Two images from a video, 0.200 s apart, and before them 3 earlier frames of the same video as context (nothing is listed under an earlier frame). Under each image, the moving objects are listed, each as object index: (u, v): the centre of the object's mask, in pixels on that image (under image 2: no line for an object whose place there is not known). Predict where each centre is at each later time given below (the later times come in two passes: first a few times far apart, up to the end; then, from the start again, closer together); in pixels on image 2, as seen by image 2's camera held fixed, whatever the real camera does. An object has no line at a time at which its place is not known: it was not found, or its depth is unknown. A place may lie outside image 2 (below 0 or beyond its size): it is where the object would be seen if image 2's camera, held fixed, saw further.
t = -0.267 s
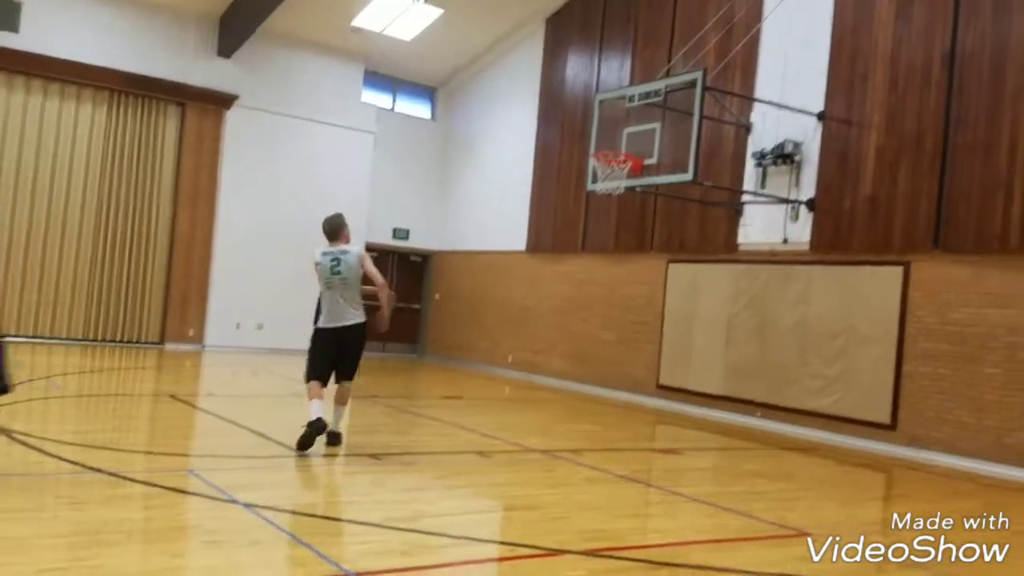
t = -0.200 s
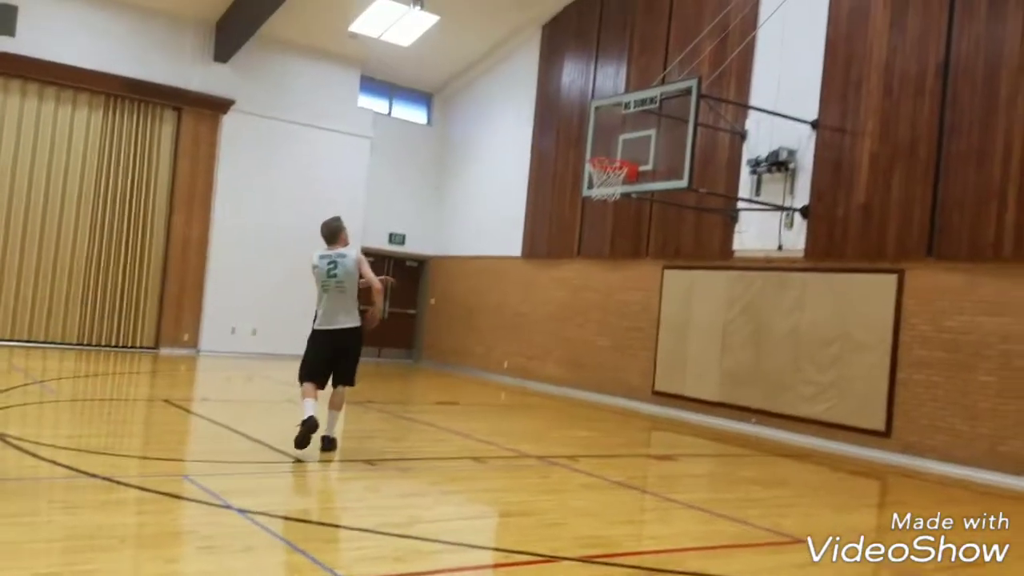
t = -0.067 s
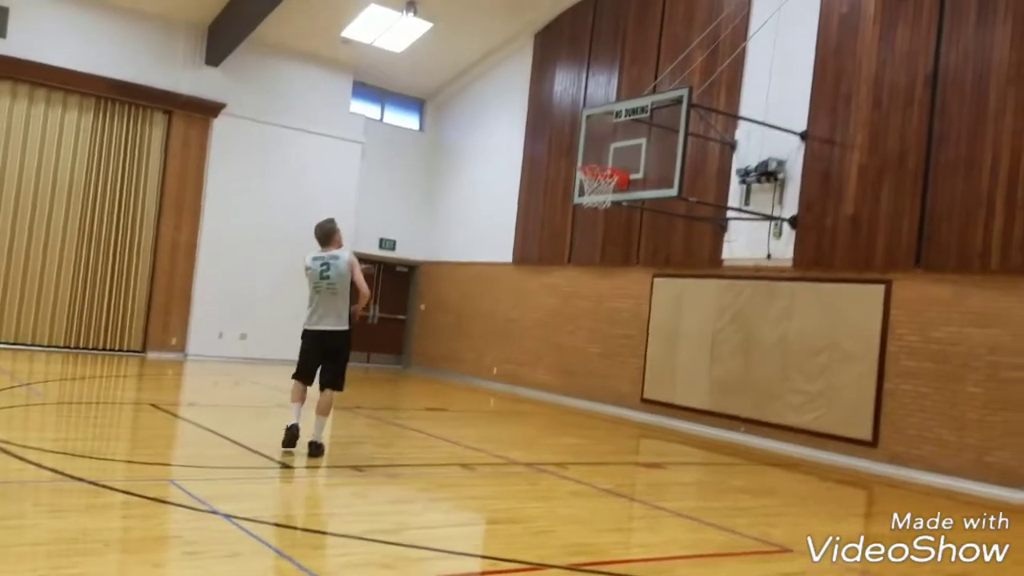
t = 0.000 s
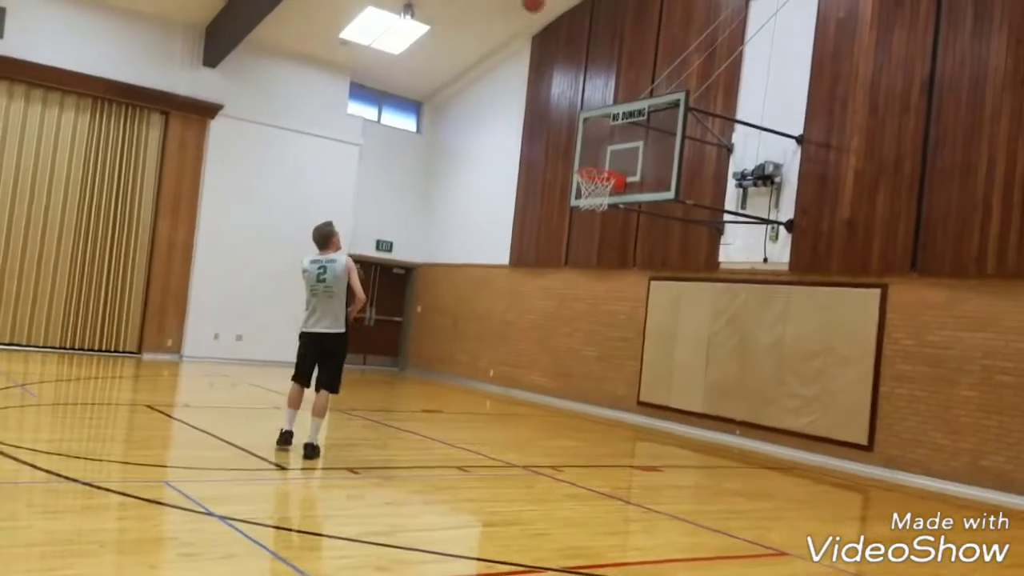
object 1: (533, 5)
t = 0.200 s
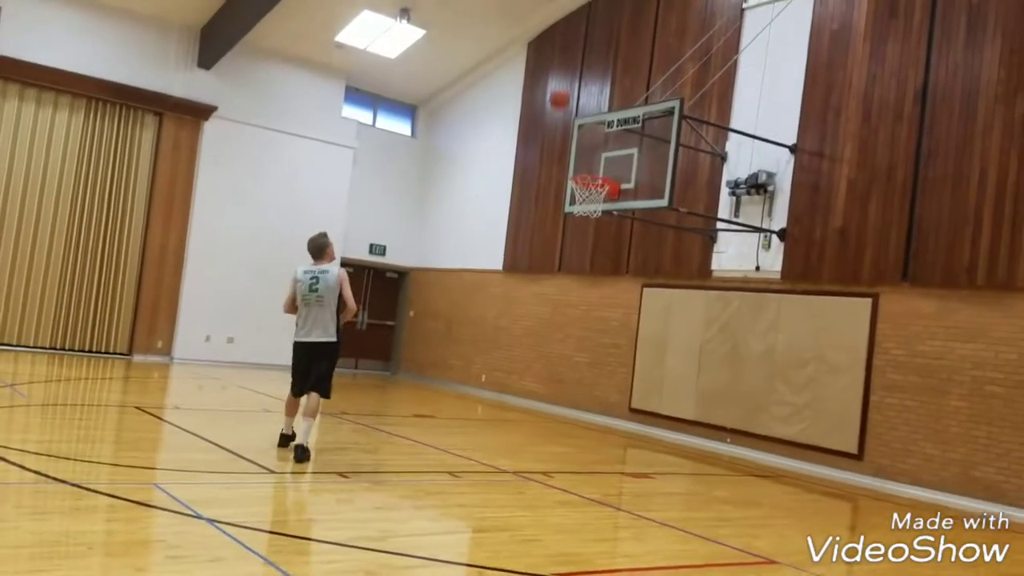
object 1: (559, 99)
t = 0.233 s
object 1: (563, 116)
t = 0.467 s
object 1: (606, 169)
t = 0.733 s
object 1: (576, 159)
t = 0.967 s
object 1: (538, 200)
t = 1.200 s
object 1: (489, 301)
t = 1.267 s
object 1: (473, 342)
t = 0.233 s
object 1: (563, 116)
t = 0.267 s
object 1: (569, 133)
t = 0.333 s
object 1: (573, 168)
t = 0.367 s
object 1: (582, 167)
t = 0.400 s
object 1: (591, 166)
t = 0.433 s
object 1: (599, 167)
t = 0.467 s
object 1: (606, 169)
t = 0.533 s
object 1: (604, 162)
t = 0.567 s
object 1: (599, 159)
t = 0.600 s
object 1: (596, 157)
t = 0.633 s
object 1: (591, 156)
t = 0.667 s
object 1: (586, 156)
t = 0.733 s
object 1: (576, 159)
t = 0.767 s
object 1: (571, 162)
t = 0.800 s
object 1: (566, 166)
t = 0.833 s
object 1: (561, 169)
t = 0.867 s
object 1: (555, 175)
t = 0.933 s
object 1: (544, 190)
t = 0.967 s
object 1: (538, 200)
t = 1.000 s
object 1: (531, 212)
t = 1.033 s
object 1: (525, 223)
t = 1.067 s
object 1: (518, 236)
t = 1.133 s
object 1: (504, 266)
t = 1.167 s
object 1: (497, 283)
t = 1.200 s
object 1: (489, 301)
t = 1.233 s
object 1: (481, 320)
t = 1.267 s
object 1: (473, 342)
